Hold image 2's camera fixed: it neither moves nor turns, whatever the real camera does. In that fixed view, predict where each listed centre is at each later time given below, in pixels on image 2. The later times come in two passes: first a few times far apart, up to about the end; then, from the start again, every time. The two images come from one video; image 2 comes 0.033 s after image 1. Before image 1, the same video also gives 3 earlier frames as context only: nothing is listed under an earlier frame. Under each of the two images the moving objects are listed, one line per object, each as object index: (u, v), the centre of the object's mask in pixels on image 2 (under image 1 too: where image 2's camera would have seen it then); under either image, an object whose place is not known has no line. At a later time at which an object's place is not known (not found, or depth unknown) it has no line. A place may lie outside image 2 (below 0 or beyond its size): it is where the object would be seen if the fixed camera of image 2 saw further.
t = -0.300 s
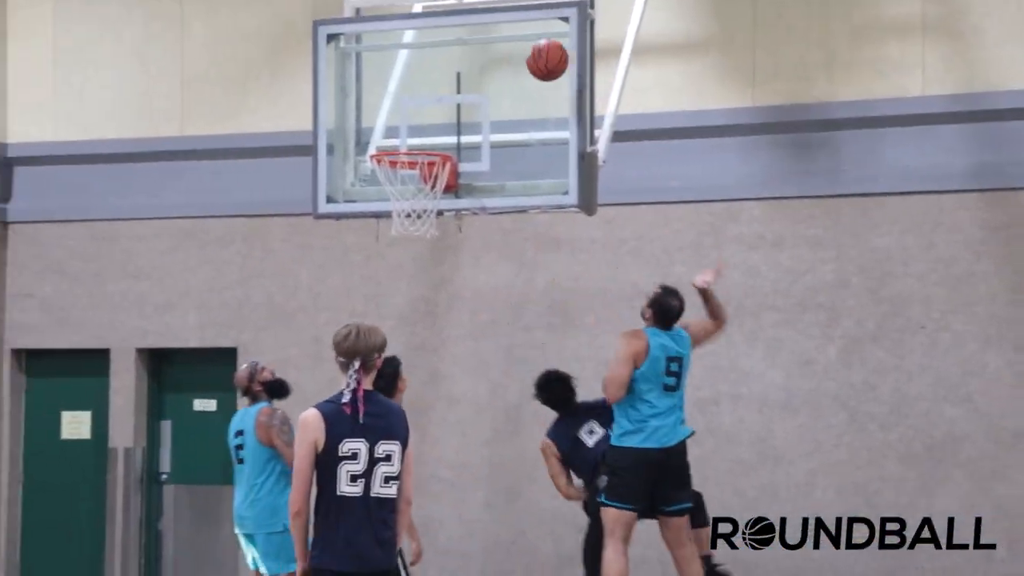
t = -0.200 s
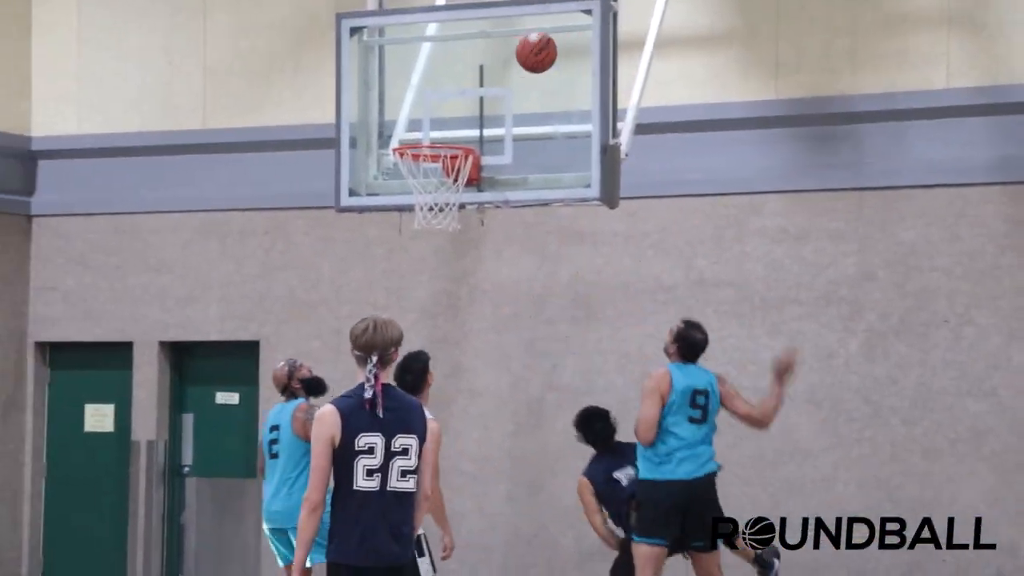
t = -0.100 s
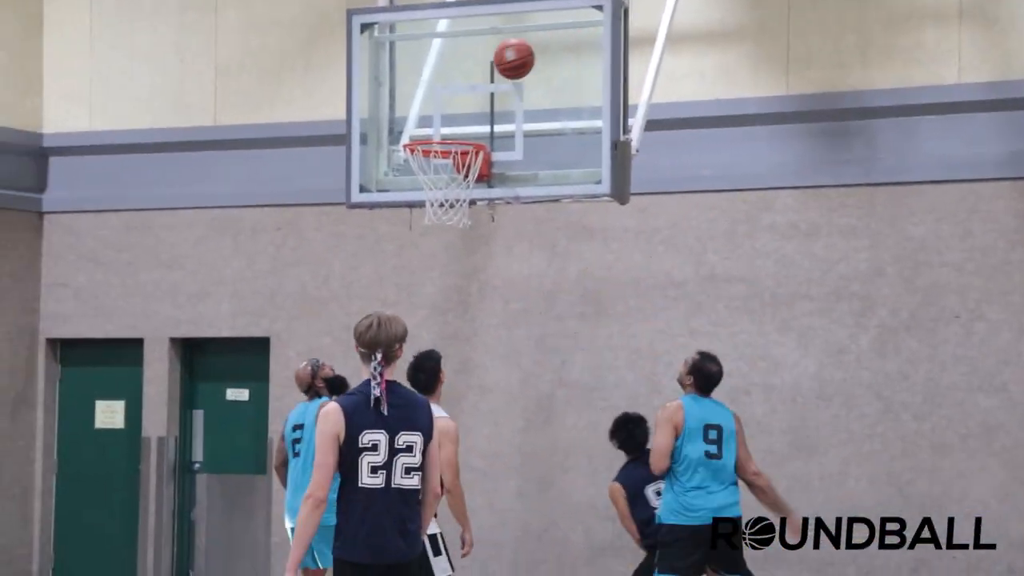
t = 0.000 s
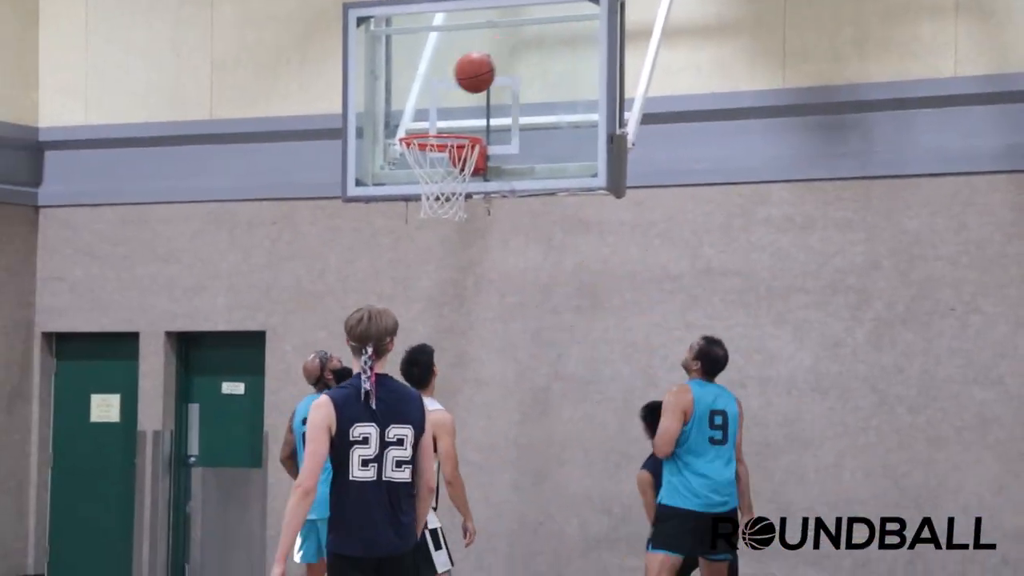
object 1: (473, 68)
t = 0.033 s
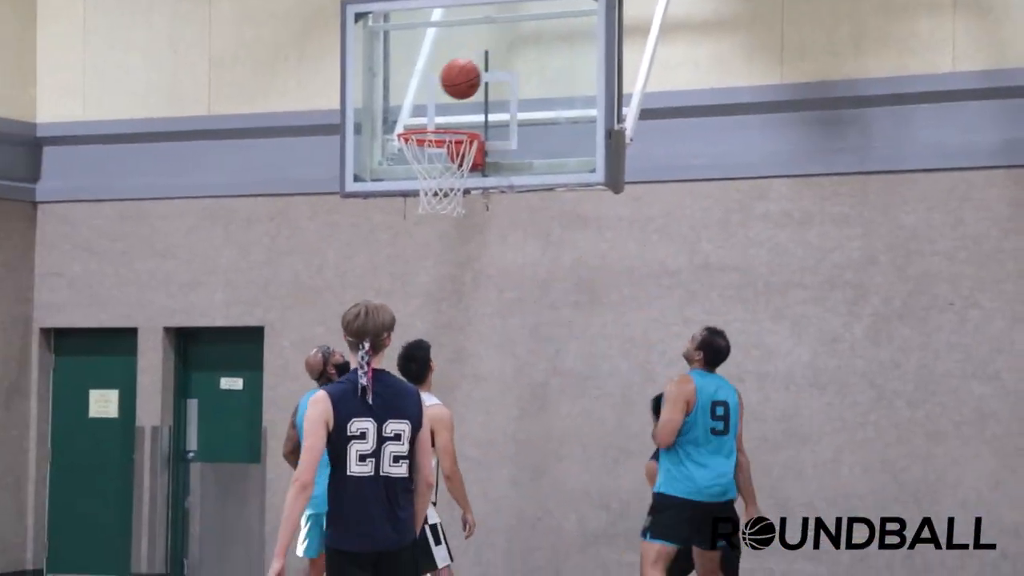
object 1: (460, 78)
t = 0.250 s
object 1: (453, 141)
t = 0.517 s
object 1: (408, 163)
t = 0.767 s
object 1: (423, 212)
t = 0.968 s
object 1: (440, 320)
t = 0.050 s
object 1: (454, 84)
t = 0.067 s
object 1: (448, 91)
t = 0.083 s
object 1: (442, 98)
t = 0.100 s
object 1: (436, 105)
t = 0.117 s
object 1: (431, 111)
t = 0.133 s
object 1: (424, 117)
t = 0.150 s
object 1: (423, 120)
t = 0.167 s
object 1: (428, 120)
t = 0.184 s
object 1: (433, 121)
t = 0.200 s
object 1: (439, 122)
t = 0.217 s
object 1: (445, 123)
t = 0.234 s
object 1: (450, 124)
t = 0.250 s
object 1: (453, 141)
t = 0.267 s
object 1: (452, 141)
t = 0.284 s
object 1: (449, 143)
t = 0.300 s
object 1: (447, 145)
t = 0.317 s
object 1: (442, 147)
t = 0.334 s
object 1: (439, 150)
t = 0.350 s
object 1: (438, 151)
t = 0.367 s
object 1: (426, 153)
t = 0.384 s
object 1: (423, 156)
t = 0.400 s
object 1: (419, 158)
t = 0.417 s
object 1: (416, 159)
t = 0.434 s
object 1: (414, 160)
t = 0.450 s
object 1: (412, 161)
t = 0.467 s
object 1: (411, 162)
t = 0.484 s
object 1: (410, 162)
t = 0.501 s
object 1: (409, 162)
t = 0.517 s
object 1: (408, 163)
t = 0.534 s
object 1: (409, 164)
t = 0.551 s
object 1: (409, 164)
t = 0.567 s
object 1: (409, 167)
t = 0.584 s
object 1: (410, 168)
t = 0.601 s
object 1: (411, 171)
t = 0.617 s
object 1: (411, 173)
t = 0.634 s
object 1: (412, 175)
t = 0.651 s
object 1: (414, 179)
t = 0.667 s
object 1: (415, 183)
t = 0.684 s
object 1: (416, 187)
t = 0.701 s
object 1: (417, 190)
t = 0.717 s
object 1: (419, 194)
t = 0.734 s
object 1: (420, 200)
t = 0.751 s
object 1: (422, 206)
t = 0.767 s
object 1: (423, 212)
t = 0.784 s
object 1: (425, 218)
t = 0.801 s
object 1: (426, 225)
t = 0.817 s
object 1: (428, 233)
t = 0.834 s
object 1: (429, 241)
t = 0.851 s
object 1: (430, 249)
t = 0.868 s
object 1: (432, 258)
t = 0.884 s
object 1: (433, 267)
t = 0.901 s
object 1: (435, 277)
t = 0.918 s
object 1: (436, 287)
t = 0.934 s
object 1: (438, 298)
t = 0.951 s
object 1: (439, 310)
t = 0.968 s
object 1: (440, 320)
